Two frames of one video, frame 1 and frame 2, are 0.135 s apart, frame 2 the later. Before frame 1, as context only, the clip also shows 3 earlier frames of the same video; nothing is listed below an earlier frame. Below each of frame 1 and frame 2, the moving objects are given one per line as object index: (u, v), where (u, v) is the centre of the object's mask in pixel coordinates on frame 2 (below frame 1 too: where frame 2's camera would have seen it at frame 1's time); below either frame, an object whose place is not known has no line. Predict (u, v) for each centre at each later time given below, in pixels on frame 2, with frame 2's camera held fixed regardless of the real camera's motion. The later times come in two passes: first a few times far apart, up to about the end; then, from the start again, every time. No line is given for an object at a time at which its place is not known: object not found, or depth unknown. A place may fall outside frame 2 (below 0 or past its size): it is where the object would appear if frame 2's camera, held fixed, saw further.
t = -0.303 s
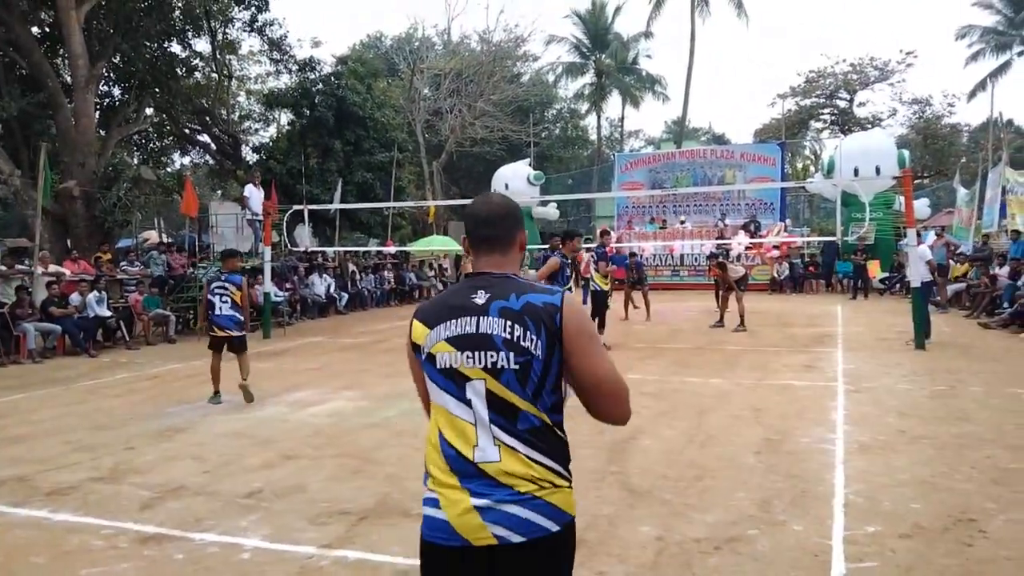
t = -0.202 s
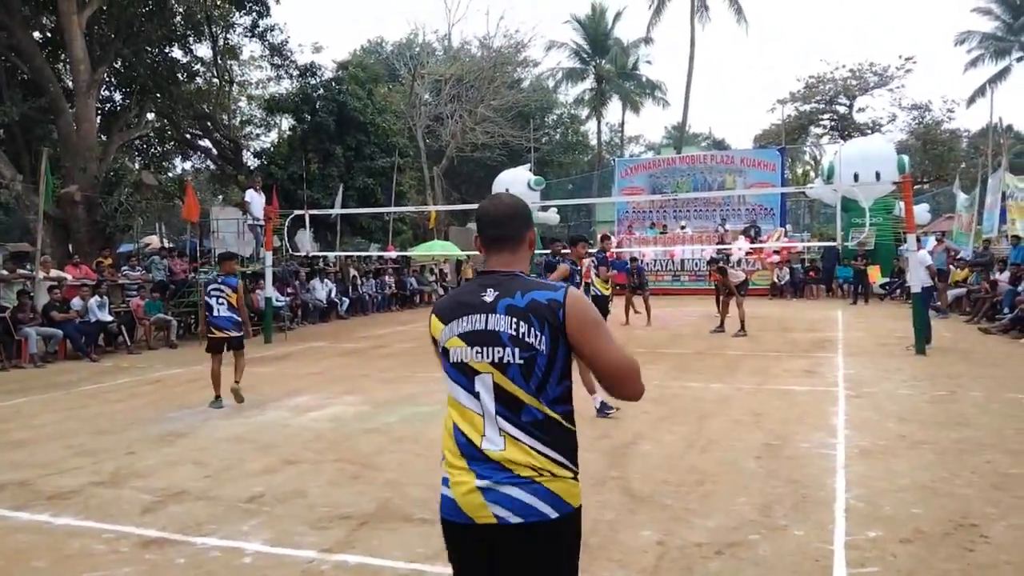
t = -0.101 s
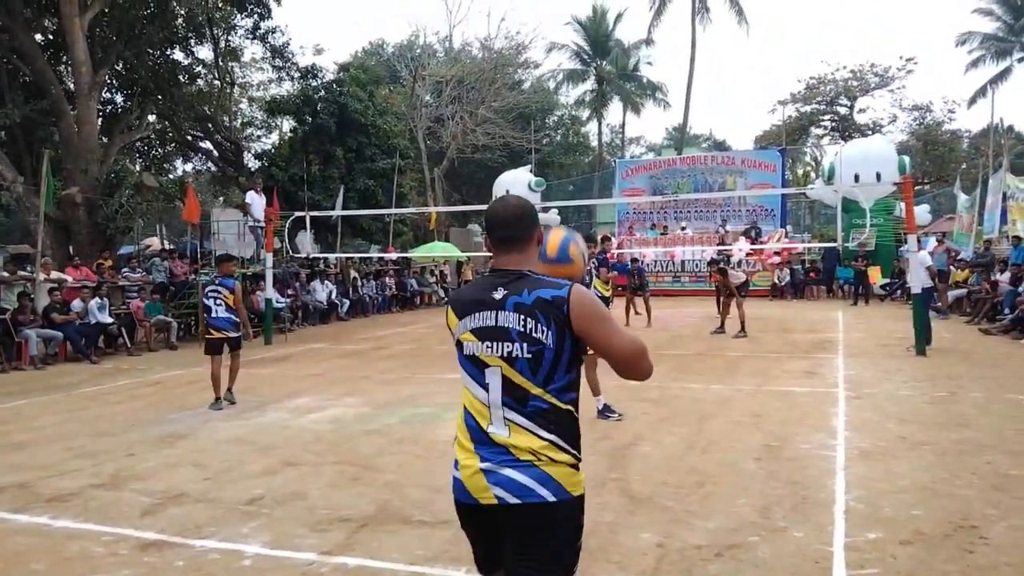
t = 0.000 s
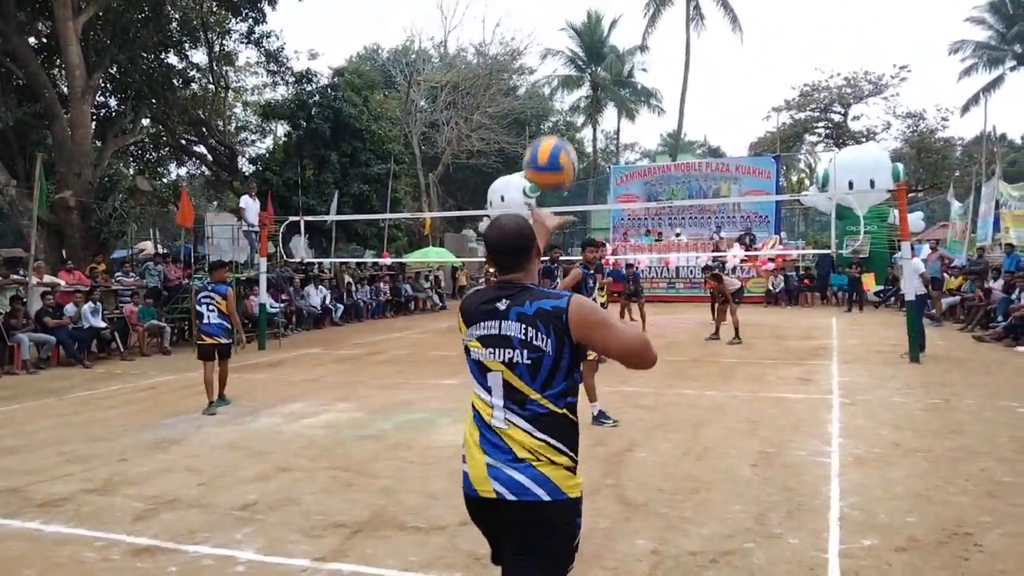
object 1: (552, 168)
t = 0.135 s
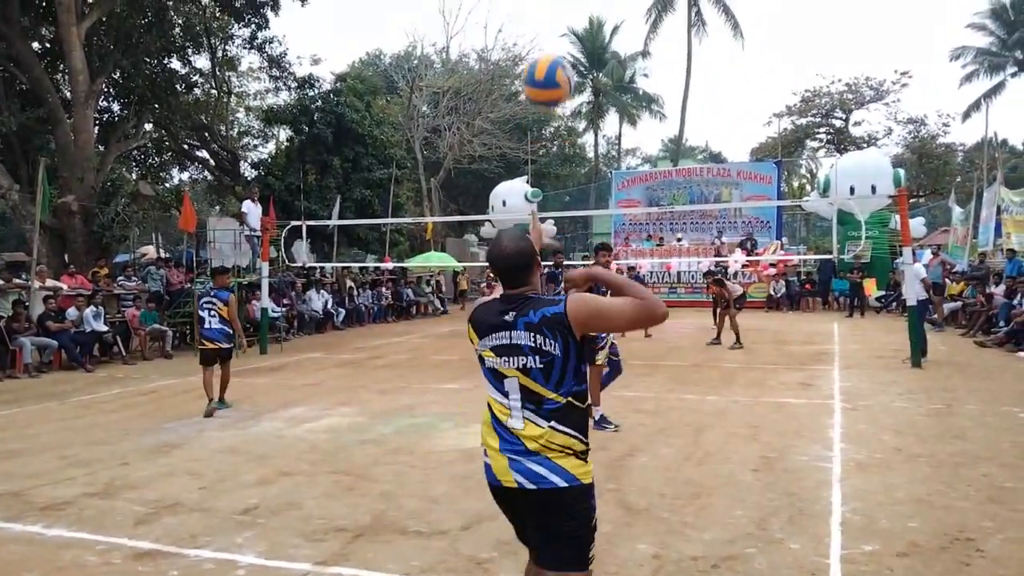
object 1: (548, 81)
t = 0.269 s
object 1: (543, 42)
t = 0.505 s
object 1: (540, 75)
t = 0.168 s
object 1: (547, 67)
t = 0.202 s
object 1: (545, 56)
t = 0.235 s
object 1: (543, 48)
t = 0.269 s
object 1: (543, 42)
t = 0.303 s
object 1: (542, 39)
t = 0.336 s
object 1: (542, 39)
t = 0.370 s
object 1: (541, 41)
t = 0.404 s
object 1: (540, 46)
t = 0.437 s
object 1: (540, 54)
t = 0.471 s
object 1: (540, 63)
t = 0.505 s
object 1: (540, 75)
